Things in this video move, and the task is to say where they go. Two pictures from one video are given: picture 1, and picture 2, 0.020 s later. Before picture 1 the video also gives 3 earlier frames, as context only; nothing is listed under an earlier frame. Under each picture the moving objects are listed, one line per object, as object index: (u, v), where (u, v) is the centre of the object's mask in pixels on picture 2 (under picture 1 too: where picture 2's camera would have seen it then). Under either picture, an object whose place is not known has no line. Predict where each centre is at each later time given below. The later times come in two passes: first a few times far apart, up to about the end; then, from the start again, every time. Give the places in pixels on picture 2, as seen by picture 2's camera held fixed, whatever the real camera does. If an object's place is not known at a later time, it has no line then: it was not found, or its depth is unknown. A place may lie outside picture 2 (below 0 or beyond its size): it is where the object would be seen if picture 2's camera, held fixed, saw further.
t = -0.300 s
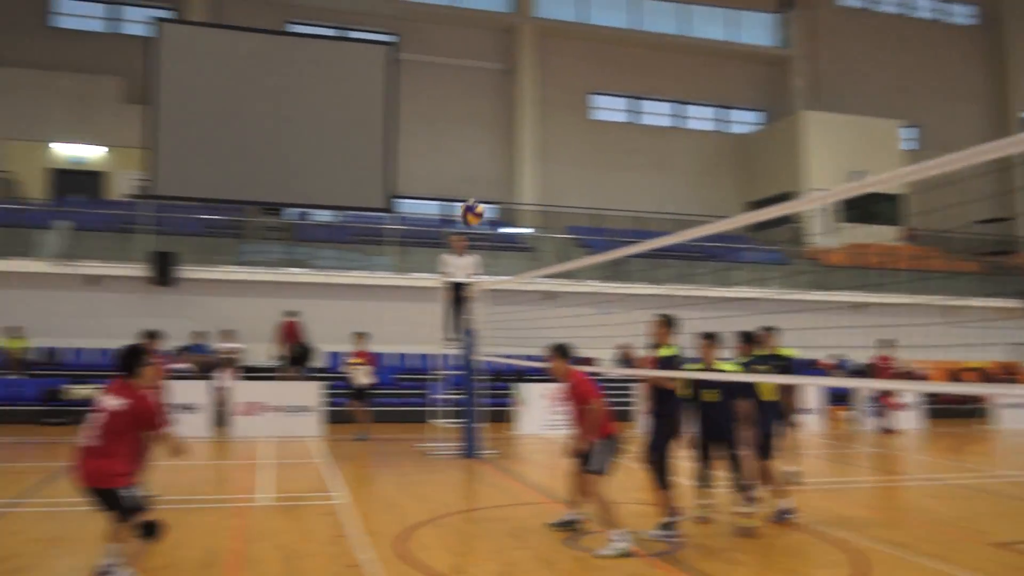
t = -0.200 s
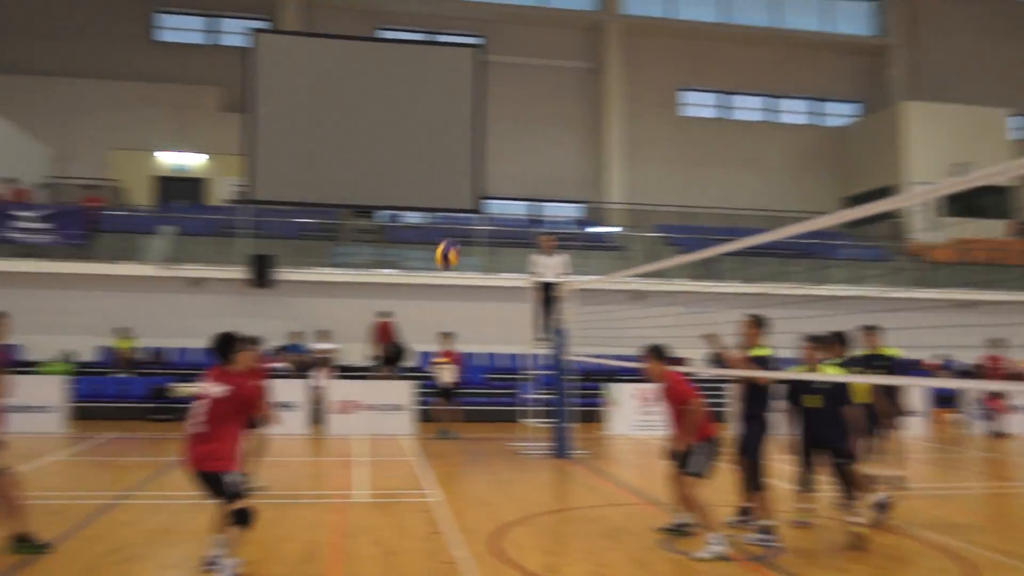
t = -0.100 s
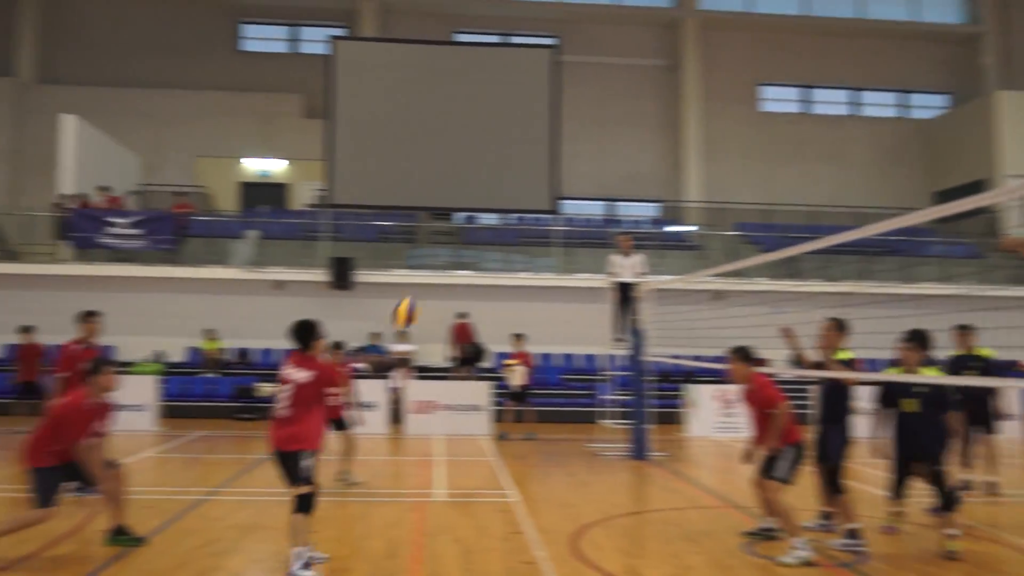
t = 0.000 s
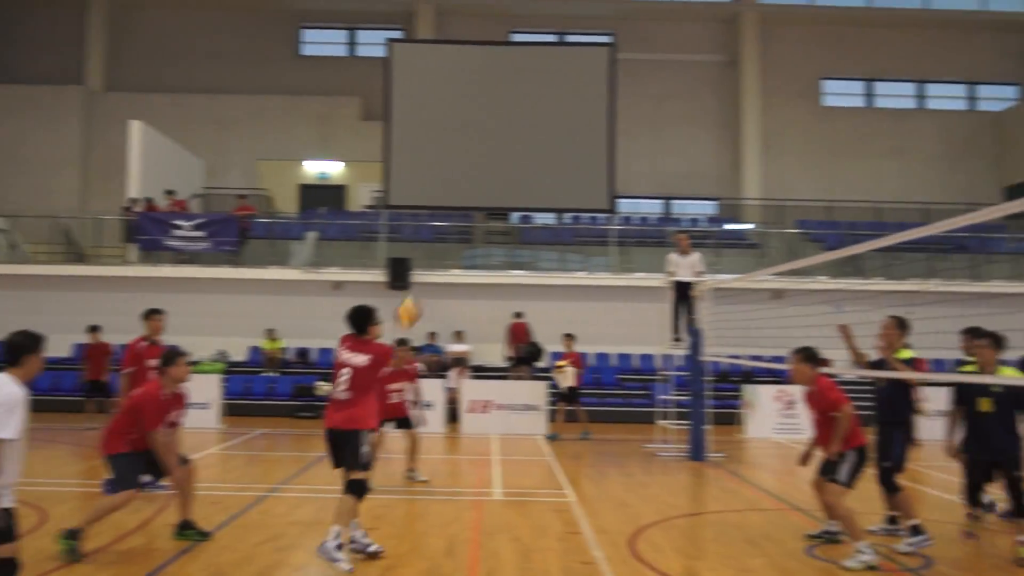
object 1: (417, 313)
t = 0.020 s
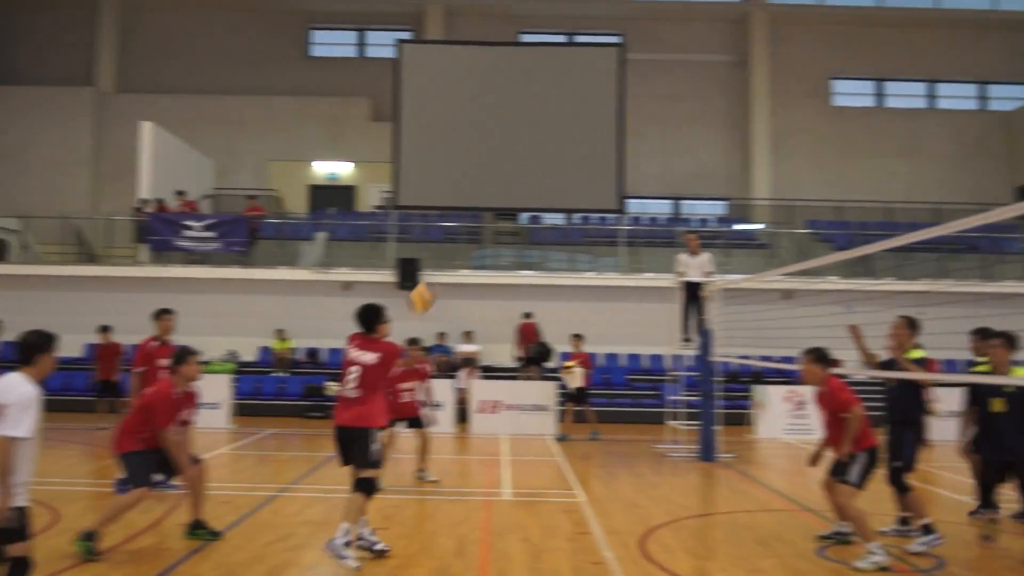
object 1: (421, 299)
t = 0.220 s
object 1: (462, 180)
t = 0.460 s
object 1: (499, 114)
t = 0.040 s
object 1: (426, 284)
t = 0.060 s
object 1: (432, 268)
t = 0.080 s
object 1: (436, 255)
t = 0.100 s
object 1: (440, 242)
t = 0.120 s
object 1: (444, 231)
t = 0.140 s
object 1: (447, 219)
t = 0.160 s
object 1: (451, 209)
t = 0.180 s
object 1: (454, 199)
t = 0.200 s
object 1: (458, 189)
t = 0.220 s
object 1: (462, 180)
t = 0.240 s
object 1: (465, 171)
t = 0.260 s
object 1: (469, 164)
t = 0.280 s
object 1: (472, 157)
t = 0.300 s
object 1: (475, 150)
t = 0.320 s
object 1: (479, 144)
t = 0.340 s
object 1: (482, 138)
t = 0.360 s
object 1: (485, 133)
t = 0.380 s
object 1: (488, 128)
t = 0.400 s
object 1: (491, 124)
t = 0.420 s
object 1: (494, 120)
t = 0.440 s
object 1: (497, 117)
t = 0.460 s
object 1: (499, 114)
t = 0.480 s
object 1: (501, 111)
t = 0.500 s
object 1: (504, 109)
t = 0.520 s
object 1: (507, 108)
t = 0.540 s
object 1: (509, 107)
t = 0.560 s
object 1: (512, 107)
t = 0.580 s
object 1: (514, 106)
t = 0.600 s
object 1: (516, 106)
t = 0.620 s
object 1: (518, 107)
